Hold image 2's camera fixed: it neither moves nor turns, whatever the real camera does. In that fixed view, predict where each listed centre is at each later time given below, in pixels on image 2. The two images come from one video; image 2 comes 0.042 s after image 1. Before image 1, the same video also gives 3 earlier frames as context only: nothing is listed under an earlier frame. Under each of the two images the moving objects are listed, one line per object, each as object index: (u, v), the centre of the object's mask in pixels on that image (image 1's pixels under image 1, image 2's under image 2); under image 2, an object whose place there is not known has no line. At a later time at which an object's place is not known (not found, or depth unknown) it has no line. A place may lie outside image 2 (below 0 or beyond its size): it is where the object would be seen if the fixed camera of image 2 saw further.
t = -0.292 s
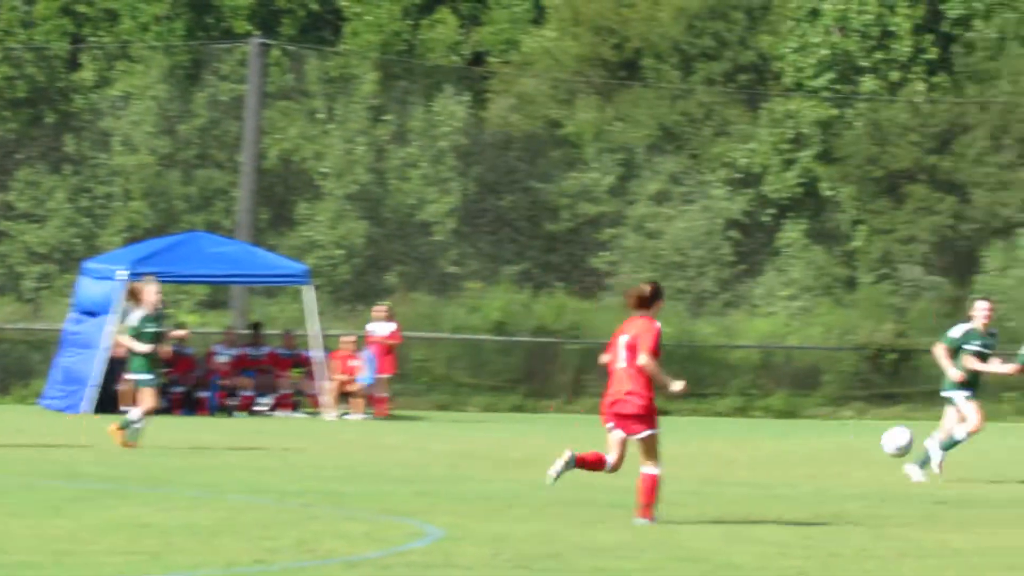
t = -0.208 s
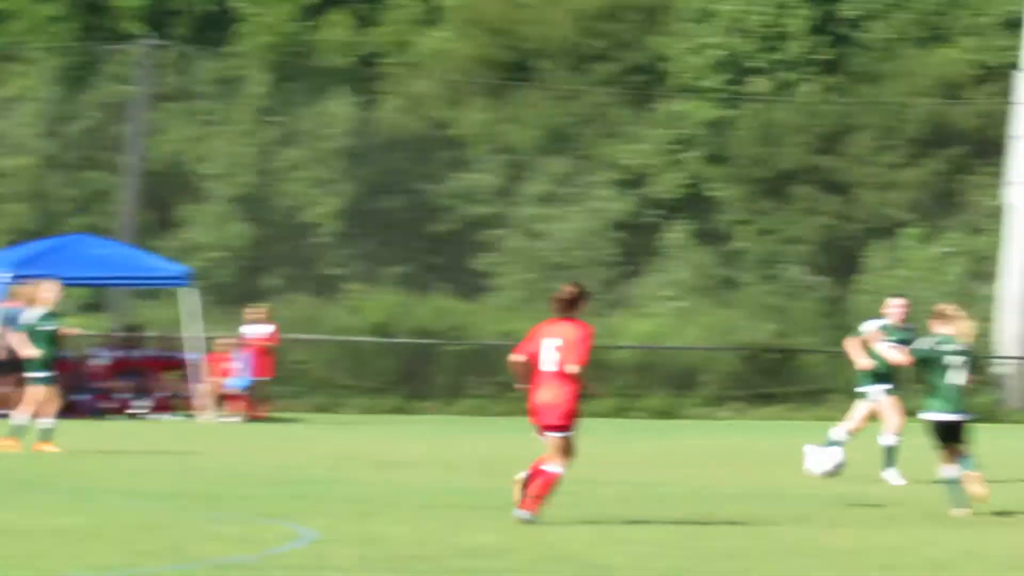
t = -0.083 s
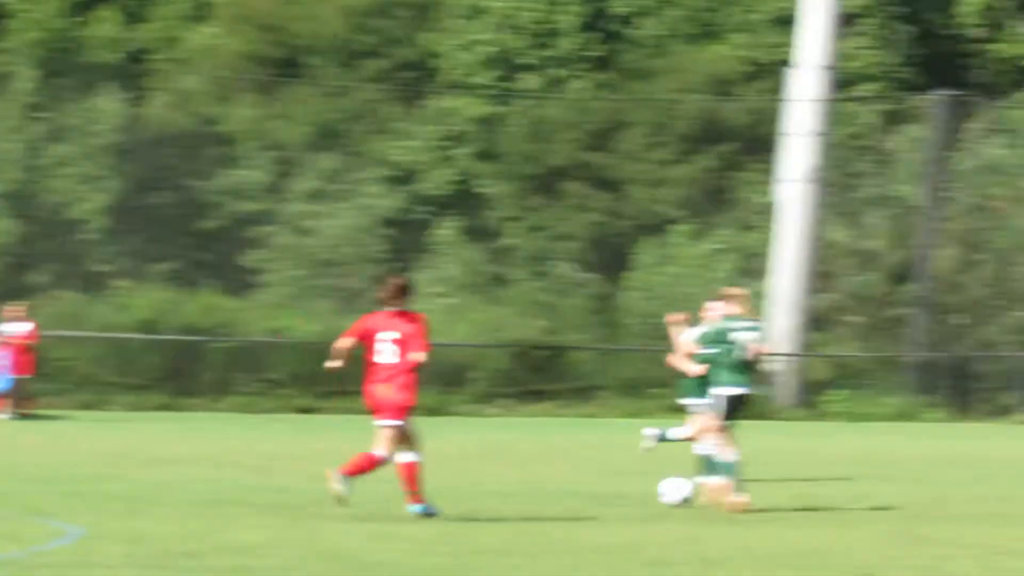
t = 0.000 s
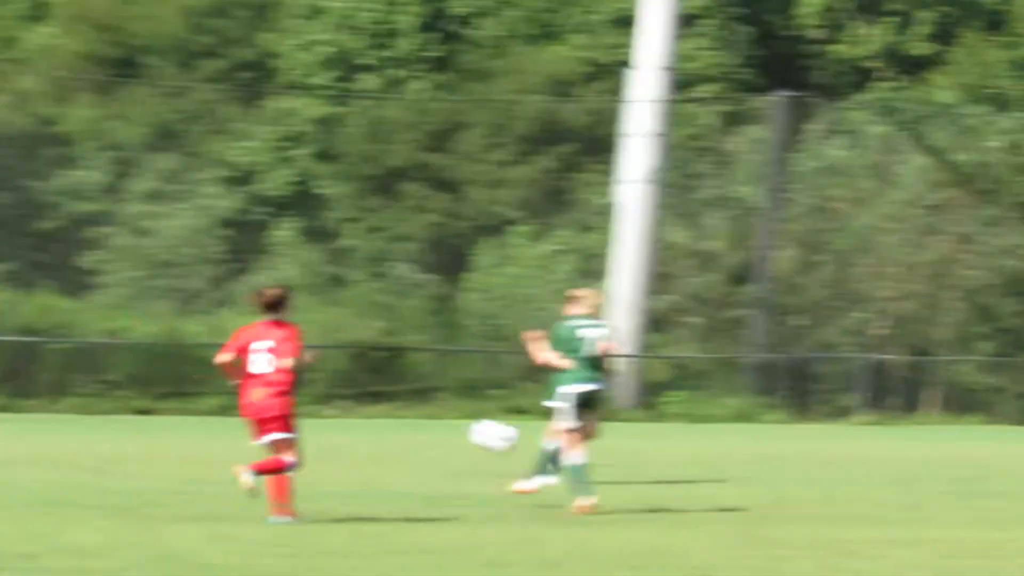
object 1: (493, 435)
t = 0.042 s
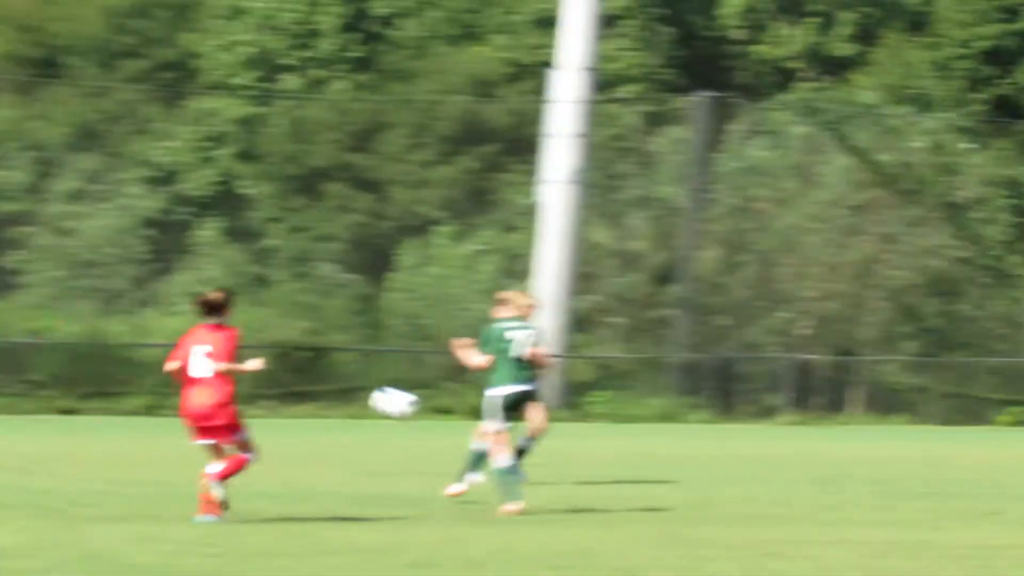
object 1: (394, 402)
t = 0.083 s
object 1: (368, 370)
